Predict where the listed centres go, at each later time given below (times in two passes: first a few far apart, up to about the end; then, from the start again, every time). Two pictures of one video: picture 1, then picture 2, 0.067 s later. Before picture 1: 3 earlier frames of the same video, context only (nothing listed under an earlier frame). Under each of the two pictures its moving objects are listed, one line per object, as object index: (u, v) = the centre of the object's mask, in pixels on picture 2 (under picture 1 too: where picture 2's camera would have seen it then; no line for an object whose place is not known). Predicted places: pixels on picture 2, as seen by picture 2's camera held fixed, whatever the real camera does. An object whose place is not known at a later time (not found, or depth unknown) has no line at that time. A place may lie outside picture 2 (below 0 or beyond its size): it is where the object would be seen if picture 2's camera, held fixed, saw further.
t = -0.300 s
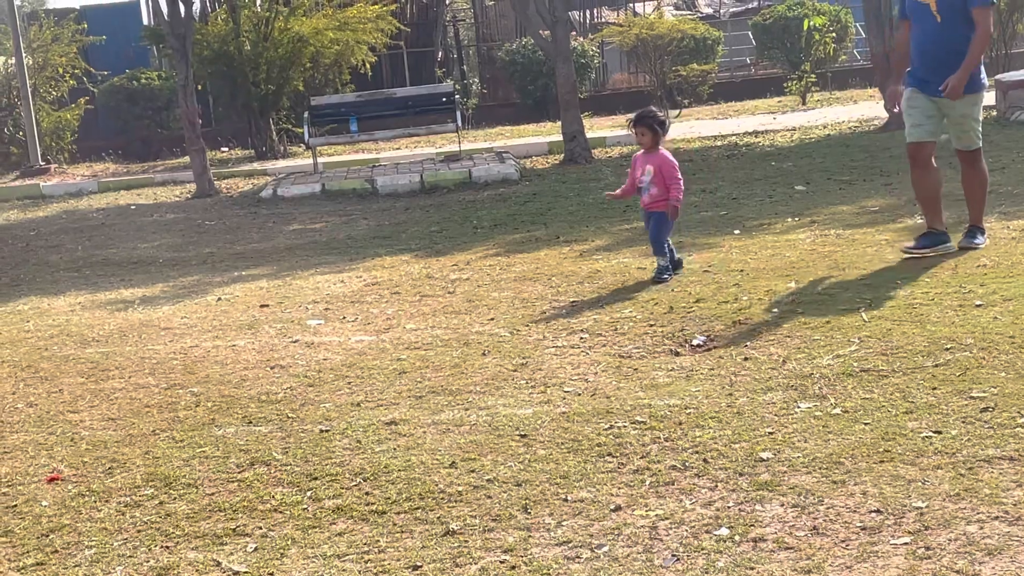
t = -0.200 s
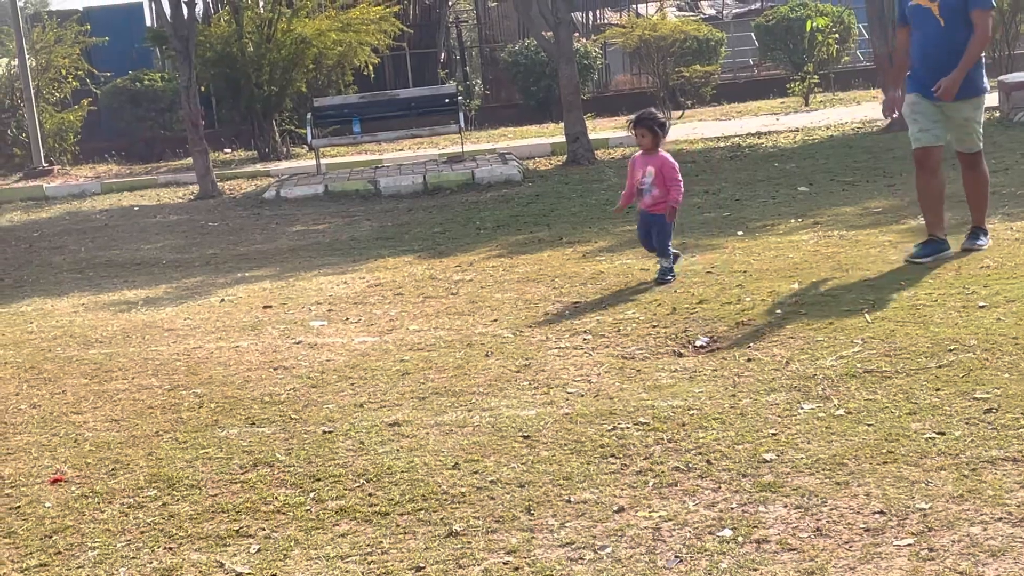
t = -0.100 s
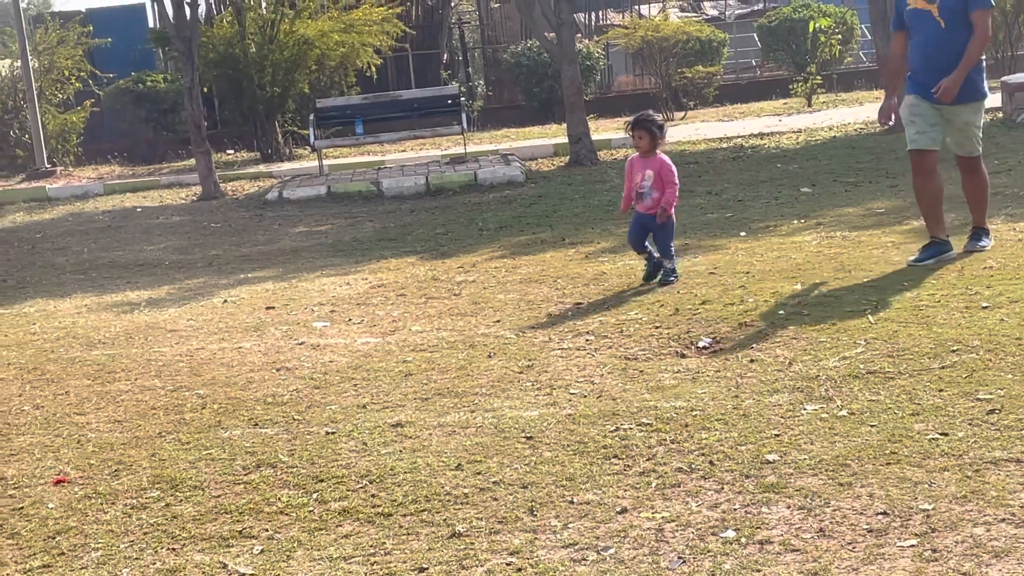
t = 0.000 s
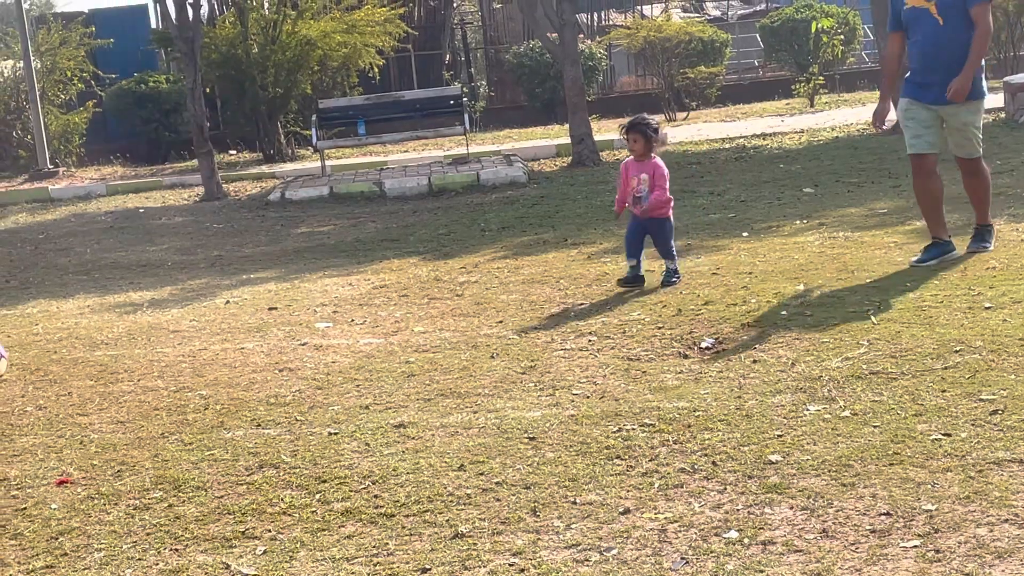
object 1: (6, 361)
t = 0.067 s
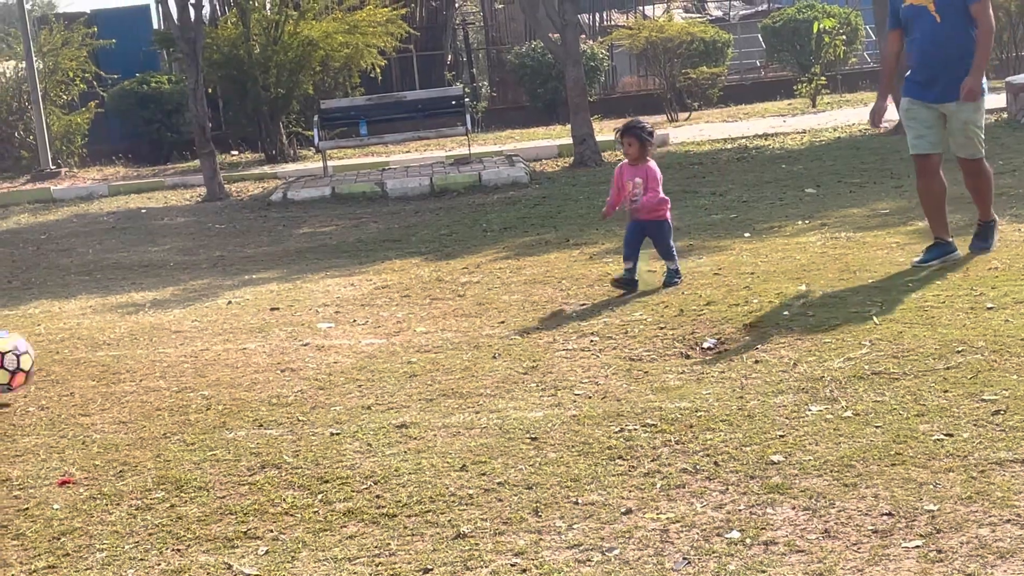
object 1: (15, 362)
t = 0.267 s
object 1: (74, 331)
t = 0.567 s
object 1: (194, 351)
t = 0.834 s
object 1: (298, 361)
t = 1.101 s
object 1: (399, 361)
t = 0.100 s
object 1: (20, 352)
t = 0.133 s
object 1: (25, 341)
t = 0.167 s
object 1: (35, 336)
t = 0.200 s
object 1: (49, 332)
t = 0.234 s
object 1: (62, 331)
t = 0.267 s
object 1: (74, 331)
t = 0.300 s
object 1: (88, 335)
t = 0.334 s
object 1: (101, 339)
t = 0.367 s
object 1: (114, 347)
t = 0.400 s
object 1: (129, 356)
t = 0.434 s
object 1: (143, 367)
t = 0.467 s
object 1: (155, 373)
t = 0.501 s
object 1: (168, 364)
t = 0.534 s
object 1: (180, 357)
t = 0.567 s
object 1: (194, 351)
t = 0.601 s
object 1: (208, 350)
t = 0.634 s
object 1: (221, 350)
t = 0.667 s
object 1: (234, 354)
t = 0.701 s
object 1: (250, 360)
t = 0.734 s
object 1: (262, 368)
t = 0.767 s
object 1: (275, 370)
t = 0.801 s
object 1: (286, 365)
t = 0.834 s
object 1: (298, 361)
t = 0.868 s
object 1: (310, 357)
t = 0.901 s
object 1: (322, 358)
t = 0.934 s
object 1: (335, 360)
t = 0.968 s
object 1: (348, 365)
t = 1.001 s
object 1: (361, 370)
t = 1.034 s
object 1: (374, 366)
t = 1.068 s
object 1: (386, 362)
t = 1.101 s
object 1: (399, 361)
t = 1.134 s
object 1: (413, 364)
